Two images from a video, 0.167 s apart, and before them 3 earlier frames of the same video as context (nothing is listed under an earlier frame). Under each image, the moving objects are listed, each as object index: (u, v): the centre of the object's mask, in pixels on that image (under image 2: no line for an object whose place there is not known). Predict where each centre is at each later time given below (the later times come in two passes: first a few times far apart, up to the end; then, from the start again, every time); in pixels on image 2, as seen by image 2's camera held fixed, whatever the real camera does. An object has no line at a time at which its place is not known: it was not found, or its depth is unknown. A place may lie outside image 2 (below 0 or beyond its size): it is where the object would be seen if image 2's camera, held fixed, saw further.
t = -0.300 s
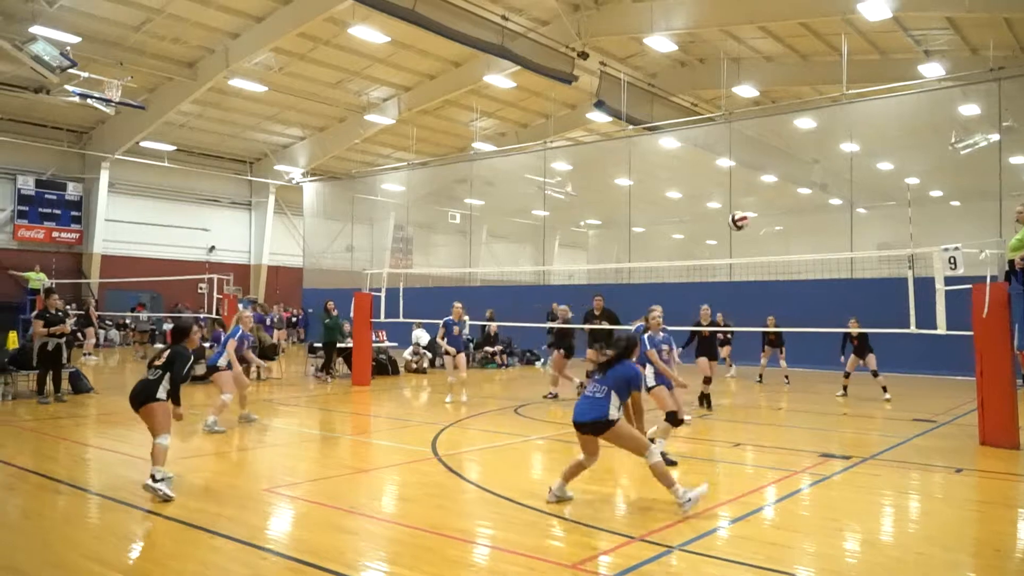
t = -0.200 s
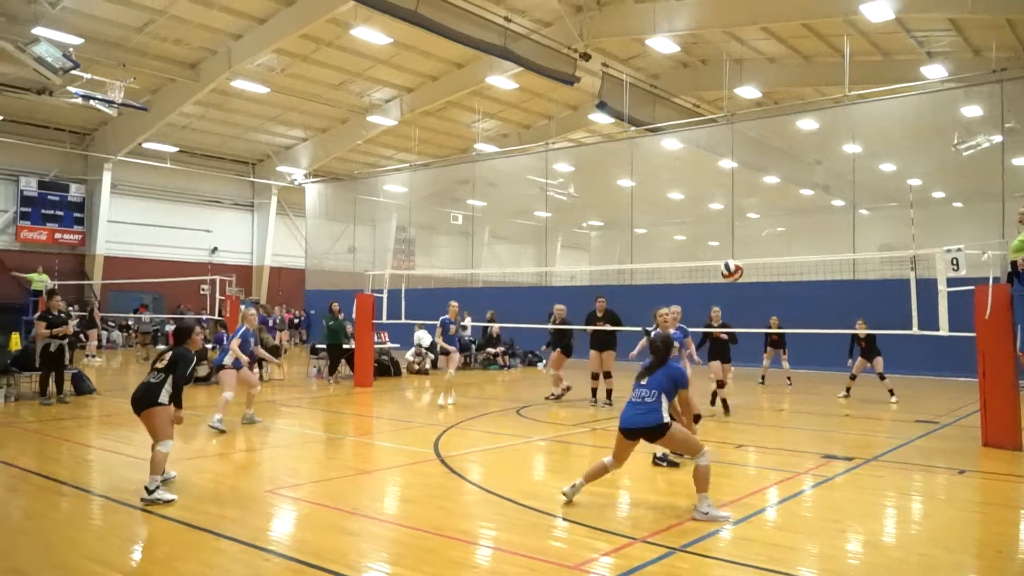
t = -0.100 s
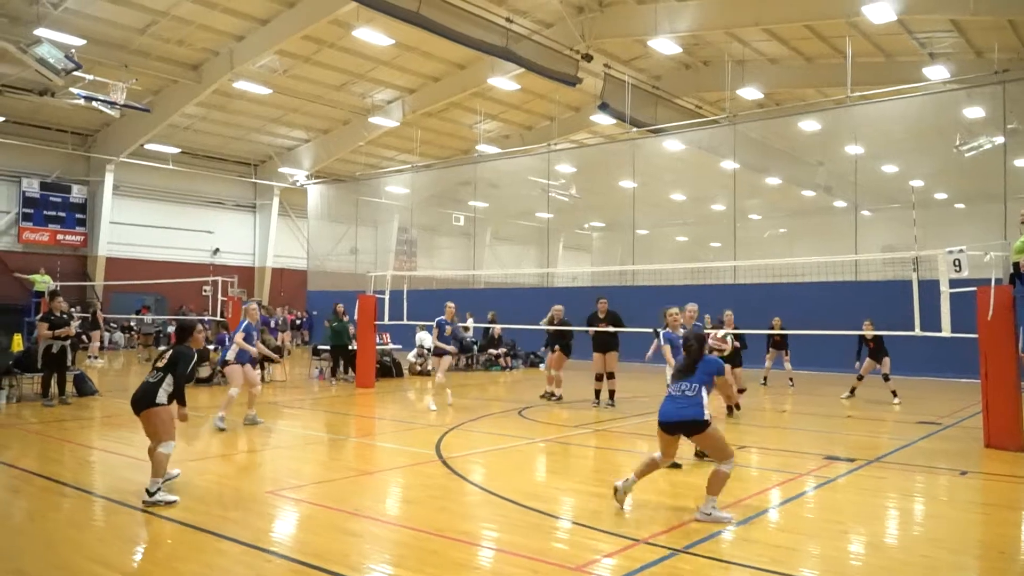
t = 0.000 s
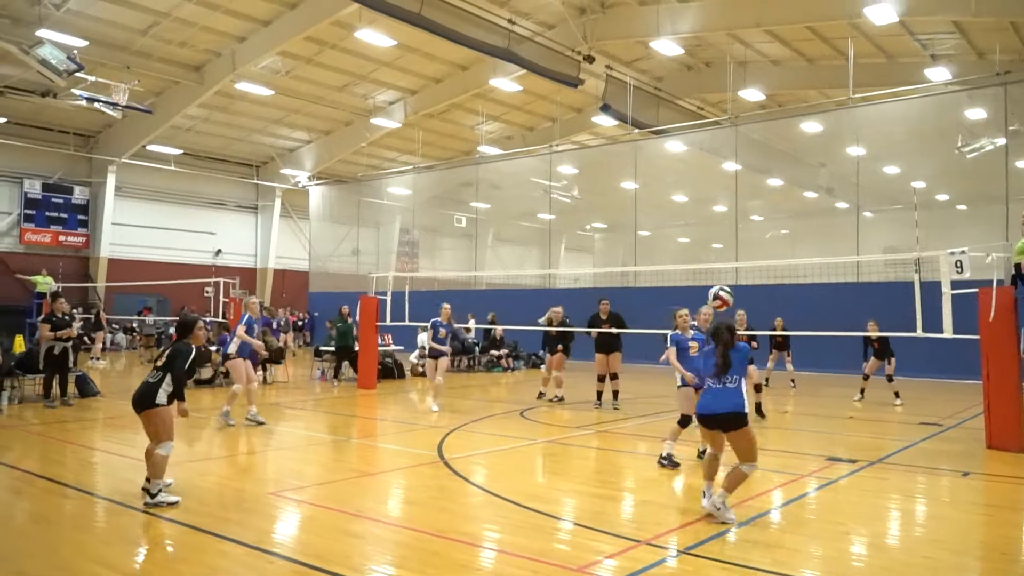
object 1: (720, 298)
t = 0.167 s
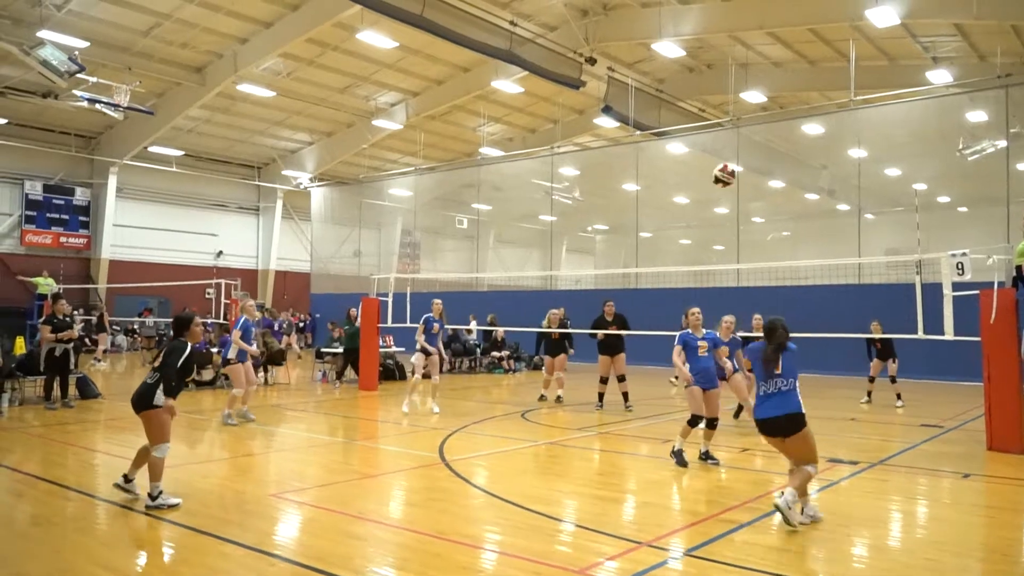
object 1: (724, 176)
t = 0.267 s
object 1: (726, 119)
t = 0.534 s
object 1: (727, 33)
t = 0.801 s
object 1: (729, 27)
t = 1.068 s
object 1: (729, 88)
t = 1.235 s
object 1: (729, 160)
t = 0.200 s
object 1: (724, 155)
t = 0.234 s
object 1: (725, 136)
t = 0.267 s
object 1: (726, 119)
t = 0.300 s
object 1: (725, 104)
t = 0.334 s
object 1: (727, 89)
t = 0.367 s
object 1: (727, 77)
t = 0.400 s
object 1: (727, 65)
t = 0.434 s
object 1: (727, 56)
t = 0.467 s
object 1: (727, 47)
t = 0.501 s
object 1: (728, 39)
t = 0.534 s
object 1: (727, 33)
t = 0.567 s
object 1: (728, 29)
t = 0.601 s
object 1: (729, 24)
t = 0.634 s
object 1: (729, 21)
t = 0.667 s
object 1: (729, 20)
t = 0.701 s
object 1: (729, 20)
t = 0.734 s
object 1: (729, 21)
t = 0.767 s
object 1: (729, 23)
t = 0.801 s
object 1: (729, 27)
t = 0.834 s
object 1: (729, 30)
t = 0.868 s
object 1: (729, 35)
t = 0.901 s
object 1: (729, 41)
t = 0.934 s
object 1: (729, 48)
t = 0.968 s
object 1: (730, 57)
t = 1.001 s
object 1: (729, 66)
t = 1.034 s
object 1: (729, 77)
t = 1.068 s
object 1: (729, 88)
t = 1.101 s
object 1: (729, 101)
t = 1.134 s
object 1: (730, 114)
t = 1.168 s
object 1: (729, 128)
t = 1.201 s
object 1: (729, 143)
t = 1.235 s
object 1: (729, 160)
